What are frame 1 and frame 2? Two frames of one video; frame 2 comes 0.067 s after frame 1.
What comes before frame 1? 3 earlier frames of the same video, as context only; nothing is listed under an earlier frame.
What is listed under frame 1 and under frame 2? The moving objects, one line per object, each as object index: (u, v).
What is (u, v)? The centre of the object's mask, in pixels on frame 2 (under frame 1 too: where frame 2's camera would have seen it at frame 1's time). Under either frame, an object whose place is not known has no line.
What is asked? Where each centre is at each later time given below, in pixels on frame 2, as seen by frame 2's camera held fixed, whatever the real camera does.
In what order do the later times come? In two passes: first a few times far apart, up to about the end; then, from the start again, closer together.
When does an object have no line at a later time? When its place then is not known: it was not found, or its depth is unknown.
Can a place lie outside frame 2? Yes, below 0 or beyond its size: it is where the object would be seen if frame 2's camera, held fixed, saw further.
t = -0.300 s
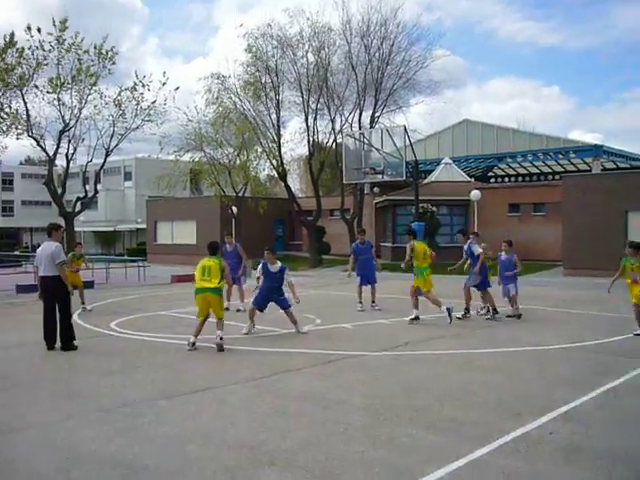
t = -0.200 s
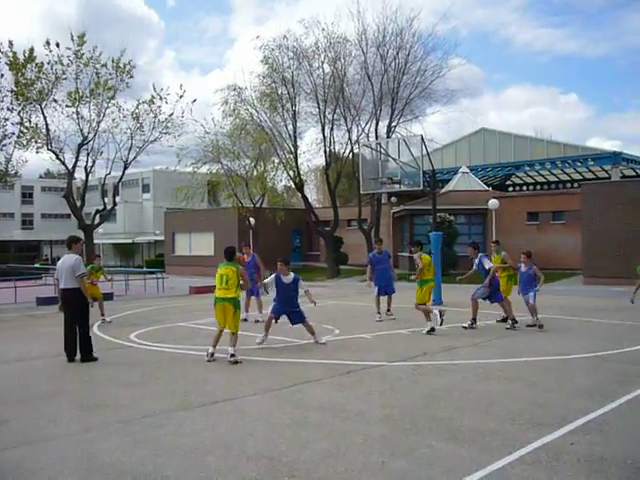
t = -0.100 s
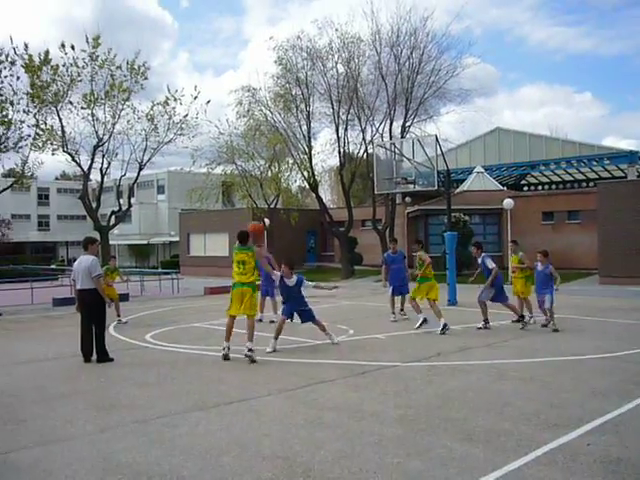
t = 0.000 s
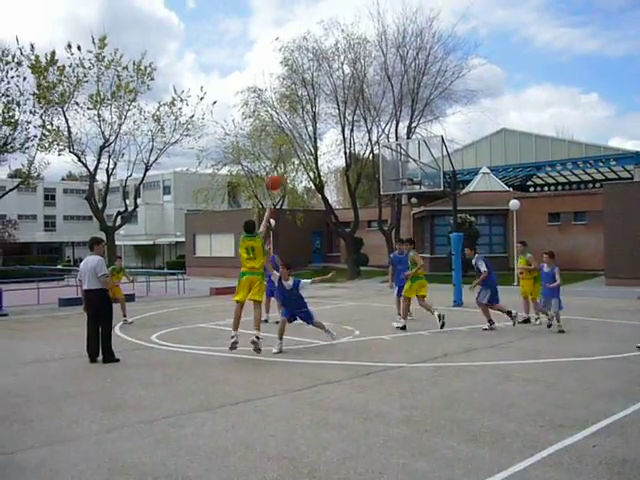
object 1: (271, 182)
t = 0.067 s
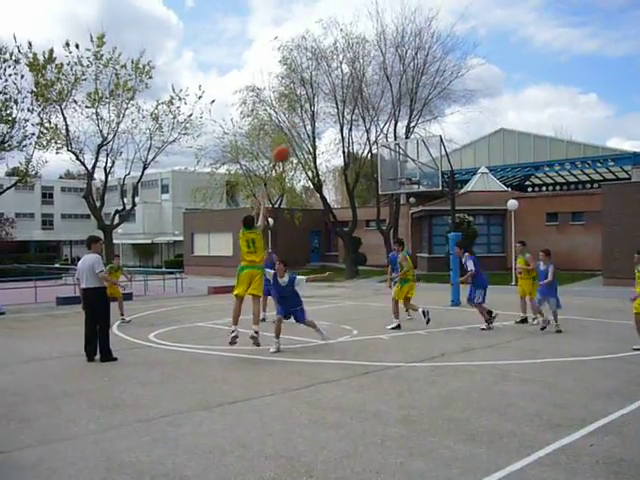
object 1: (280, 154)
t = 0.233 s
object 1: (304, 102)
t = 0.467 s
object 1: (333, 70)
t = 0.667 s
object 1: (354, 66)
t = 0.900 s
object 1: (376, 89)
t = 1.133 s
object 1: (395, 135)
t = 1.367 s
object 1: (413, 198)
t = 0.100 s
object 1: (287, 142)
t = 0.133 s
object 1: (291, 131)
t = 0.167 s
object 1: (296, 120)
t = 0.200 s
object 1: (300, 111)
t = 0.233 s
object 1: (304, 102)
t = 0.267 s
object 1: (308, 95)
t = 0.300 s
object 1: (313, 89)
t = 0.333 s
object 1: (318, 84)
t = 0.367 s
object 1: (322, 79)
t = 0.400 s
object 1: (326, 75)
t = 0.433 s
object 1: (330, 72)
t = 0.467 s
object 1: (333, 70)
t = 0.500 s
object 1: (337, 67)
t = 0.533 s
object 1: (340, 66)
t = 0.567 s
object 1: (344, 65)
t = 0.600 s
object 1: (347, 65)
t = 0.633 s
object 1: (351, 66)
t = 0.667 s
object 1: (354, 66)
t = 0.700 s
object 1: (358, 69)
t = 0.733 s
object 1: (361, 71)
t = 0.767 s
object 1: (363, 74)
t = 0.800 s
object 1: (368, 77)
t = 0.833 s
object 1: (370, 80)
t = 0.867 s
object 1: (373, 85)
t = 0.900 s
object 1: (376, 89)
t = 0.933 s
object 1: (379, 94)
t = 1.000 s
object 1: (384, 106)
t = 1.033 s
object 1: (386, 112)
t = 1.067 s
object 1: (390, 120)
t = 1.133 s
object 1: (395, 135)
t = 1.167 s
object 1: (398, 142)
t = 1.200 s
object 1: (401, 151)
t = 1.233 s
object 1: (403, 160)
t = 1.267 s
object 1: (405, 170)
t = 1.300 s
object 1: (408, 180)
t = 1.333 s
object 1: (411, 188)
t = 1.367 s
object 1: (413, 198)
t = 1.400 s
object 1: (415, 209)
